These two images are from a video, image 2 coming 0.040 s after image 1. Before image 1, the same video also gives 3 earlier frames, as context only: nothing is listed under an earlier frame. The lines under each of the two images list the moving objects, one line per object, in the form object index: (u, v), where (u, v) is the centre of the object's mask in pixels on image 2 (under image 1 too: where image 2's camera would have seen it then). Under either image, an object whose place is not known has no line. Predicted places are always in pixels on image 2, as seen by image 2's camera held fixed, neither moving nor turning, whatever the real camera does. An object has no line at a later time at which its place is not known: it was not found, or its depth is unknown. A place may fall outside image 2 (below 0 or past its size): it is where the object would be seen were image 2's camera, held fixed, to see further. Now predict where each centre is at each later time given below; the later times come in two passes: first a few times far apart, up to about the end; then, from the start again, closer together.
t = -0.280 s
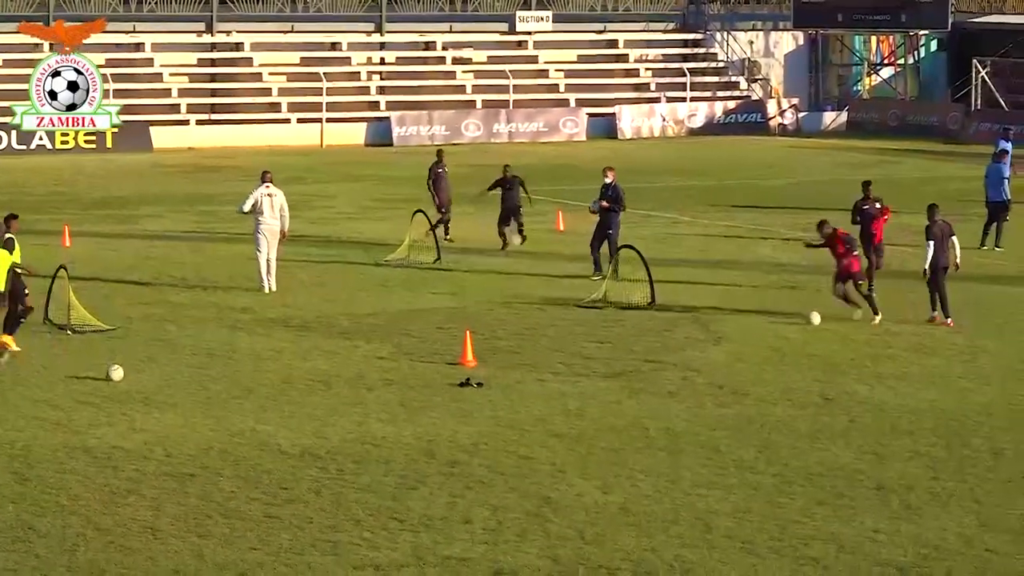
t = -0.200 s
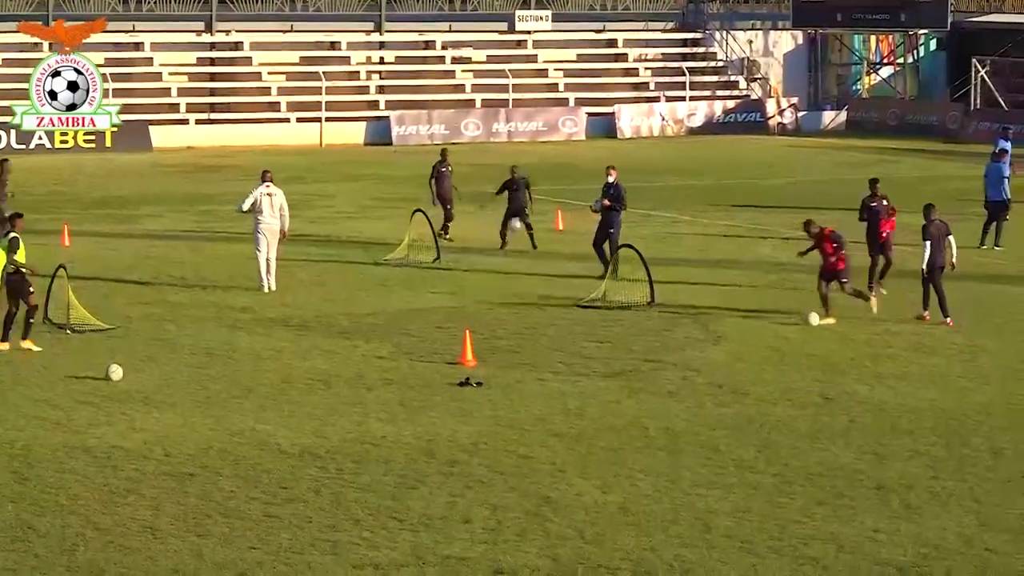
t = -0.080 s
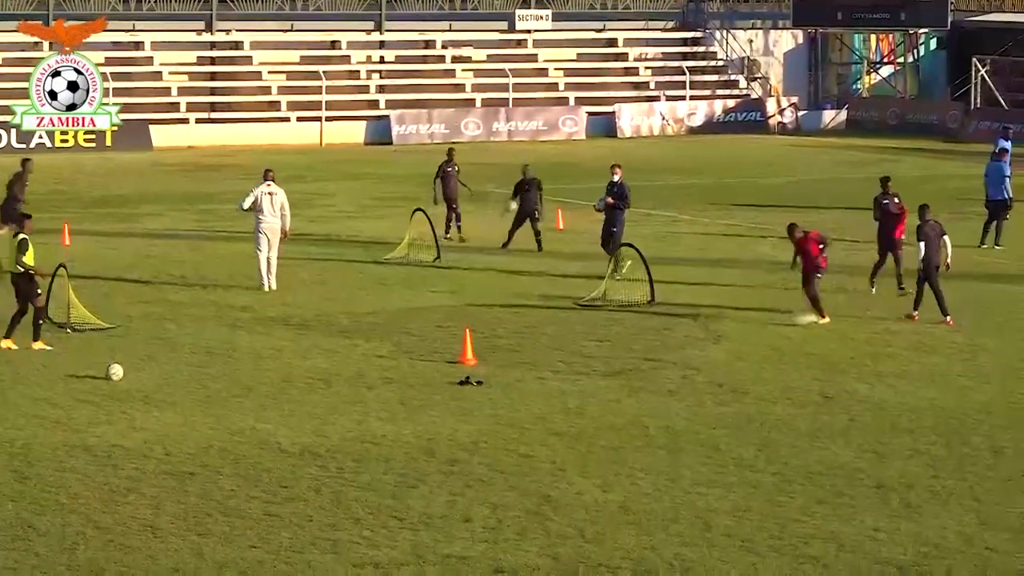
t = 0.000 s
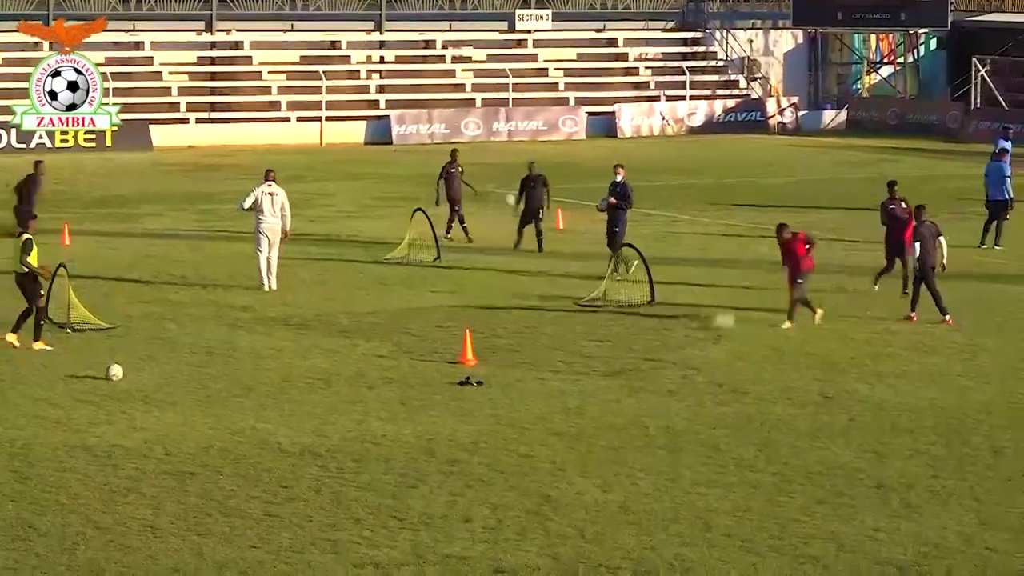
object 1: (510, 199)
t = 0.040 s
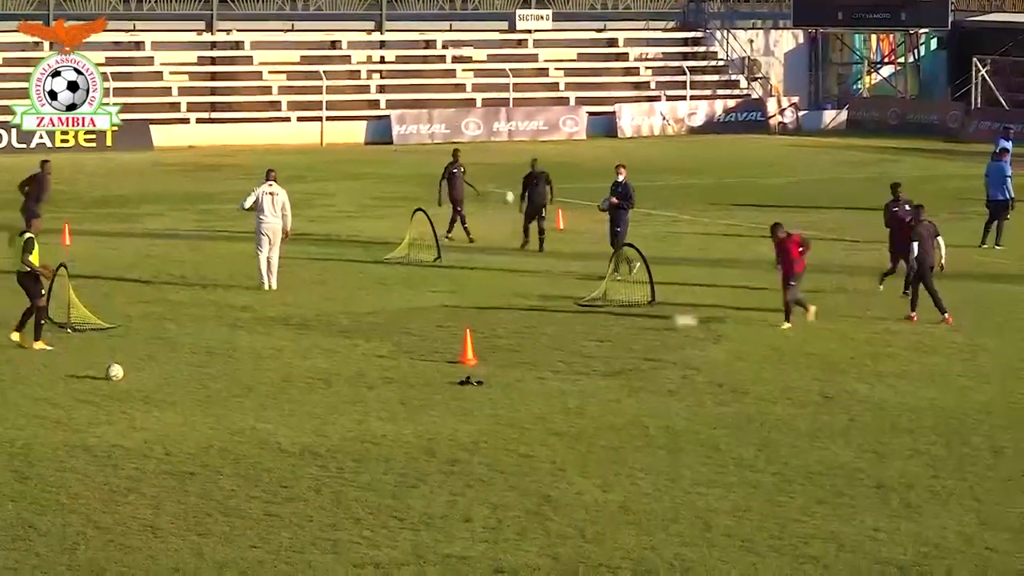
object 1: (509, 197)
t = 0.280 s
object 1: (502, 203)
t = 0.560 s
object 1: (494, 253)
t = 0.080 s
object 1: (507, 196)
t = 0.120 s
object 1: (506, 196)
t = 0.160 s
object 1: (505, 196)
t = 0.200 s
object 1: (504, 198)
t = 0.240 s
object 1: (503, 200)
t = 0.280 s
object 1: (502, 203)
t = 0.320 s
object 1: (501, 208)
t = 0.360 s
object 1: (500, 214)
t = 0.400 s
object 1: (499, 220)
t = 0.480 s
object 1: (497, 234)
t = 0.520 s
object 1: (496, 243)
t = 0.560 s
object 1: (494, 253)
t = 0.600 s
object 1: (497, 250)
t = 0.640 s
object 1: (501, 244)
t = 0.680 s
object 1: (504, 238)
